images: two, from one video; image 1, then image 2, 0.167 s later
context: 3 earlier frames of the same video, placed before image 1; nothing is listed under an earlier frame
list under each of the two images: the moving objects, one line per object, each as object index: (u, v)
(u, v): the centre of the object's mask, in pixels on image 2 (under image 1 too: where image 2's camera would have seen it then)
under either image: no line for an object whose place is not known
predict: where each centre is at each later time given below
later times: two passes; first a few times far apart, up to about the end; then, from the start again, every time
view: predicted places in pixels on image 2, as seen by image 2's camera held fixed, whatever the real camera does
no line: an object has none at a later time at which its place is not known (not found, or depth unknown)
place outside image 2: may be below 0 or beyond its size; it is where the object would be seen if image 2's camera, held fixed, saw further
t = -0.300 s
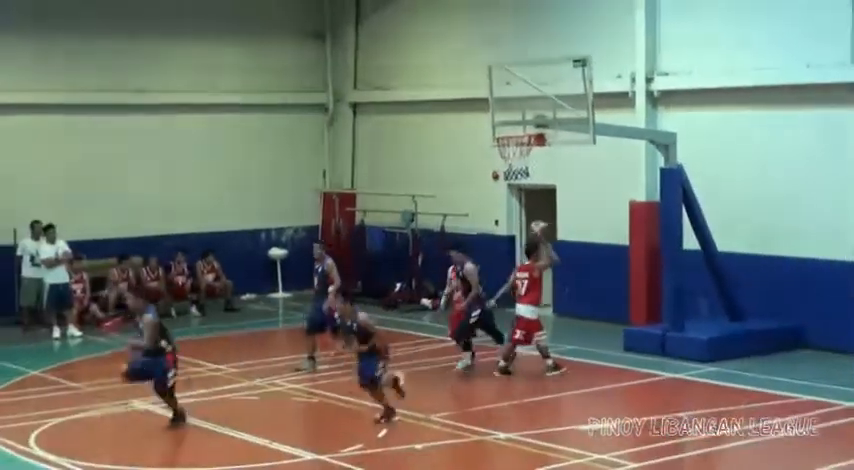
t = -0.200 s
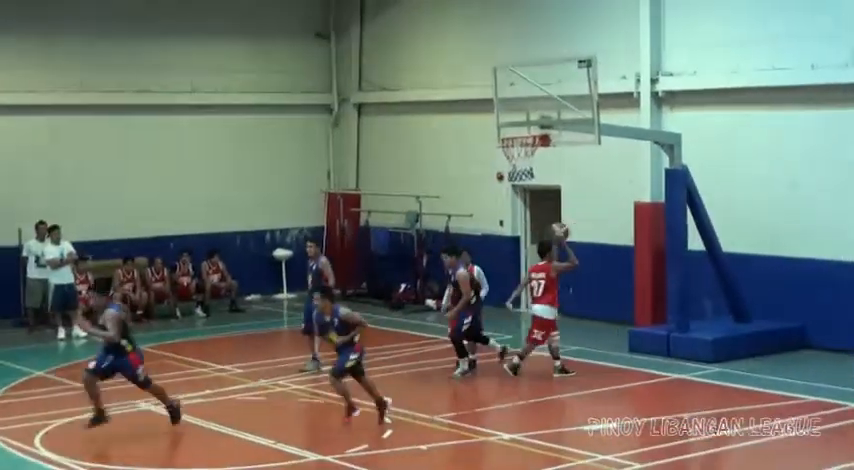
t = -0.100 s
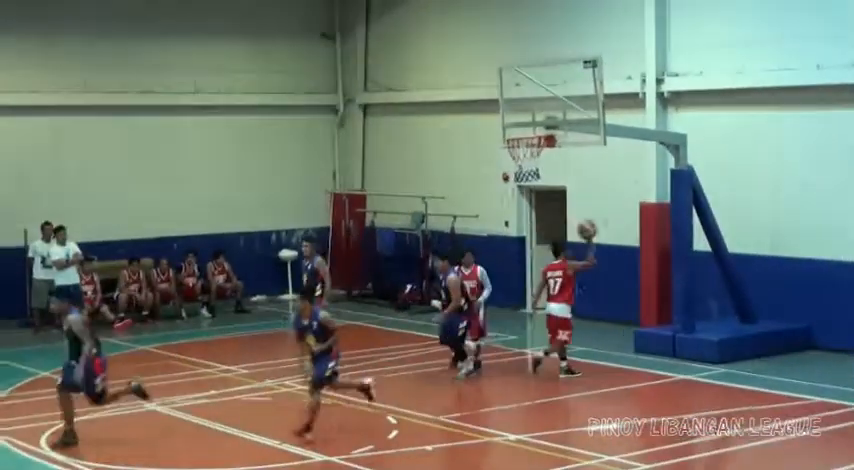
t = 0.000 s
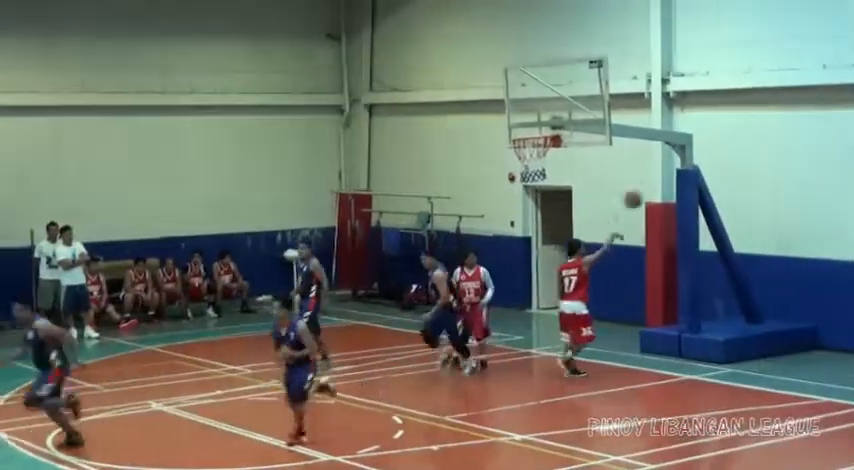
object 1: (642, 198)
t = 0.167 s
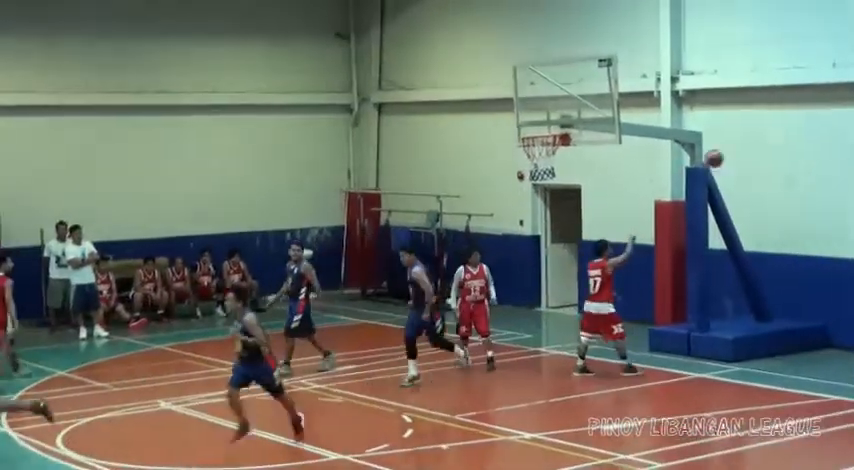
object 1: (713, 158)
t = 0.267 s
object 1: (754, 146)
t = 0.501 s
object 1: (847, 146)
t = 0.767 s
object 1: (795, 205)
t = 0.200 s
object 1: (728, 153)
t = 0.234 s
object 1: (741, 149)
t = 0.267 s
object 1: (754, 146)
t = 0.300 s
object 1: (768, 144)
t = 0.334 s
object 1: (782, 142)
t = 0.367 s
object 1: (794, 141)
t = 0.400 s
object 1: (808, 141)
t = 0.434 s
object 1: (821, 142)
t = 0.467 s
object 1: (834, 143)
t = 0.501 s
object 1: (847, 146)
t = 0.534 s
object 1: (847, 150)
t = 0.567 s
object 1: (840, 155)
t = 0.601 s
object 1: (833, 161)
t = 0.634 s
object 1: (825, 168)
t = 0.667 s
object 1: (818, 175)
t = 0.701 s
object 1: (811, 184)
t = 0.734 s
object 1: (803, 194)
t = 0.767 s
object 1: (795, 205)
